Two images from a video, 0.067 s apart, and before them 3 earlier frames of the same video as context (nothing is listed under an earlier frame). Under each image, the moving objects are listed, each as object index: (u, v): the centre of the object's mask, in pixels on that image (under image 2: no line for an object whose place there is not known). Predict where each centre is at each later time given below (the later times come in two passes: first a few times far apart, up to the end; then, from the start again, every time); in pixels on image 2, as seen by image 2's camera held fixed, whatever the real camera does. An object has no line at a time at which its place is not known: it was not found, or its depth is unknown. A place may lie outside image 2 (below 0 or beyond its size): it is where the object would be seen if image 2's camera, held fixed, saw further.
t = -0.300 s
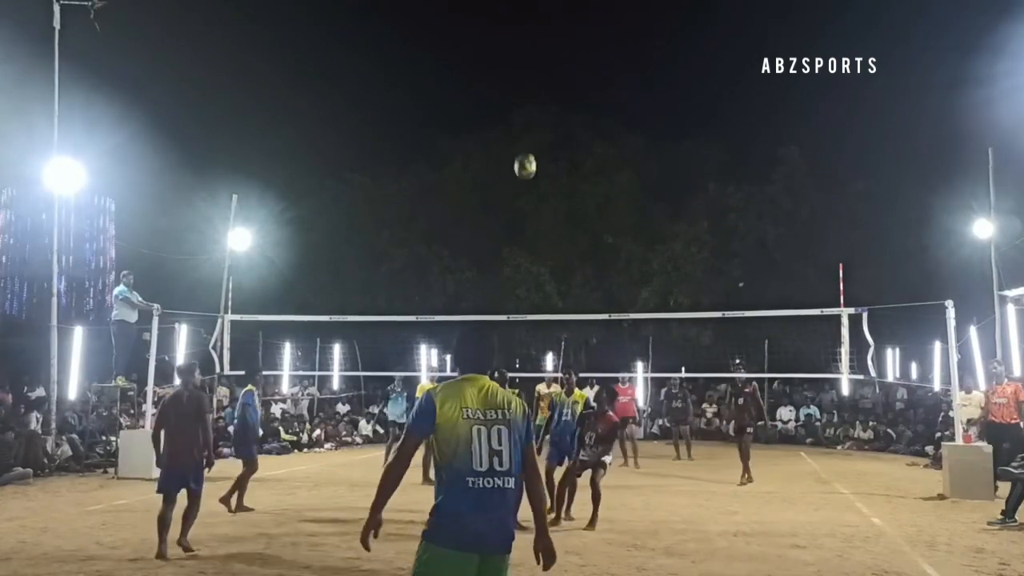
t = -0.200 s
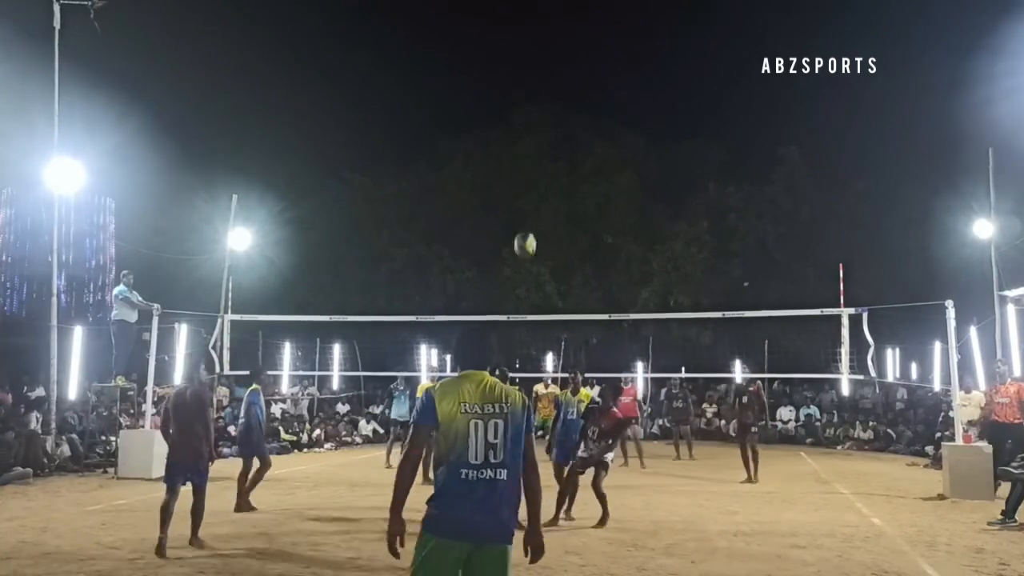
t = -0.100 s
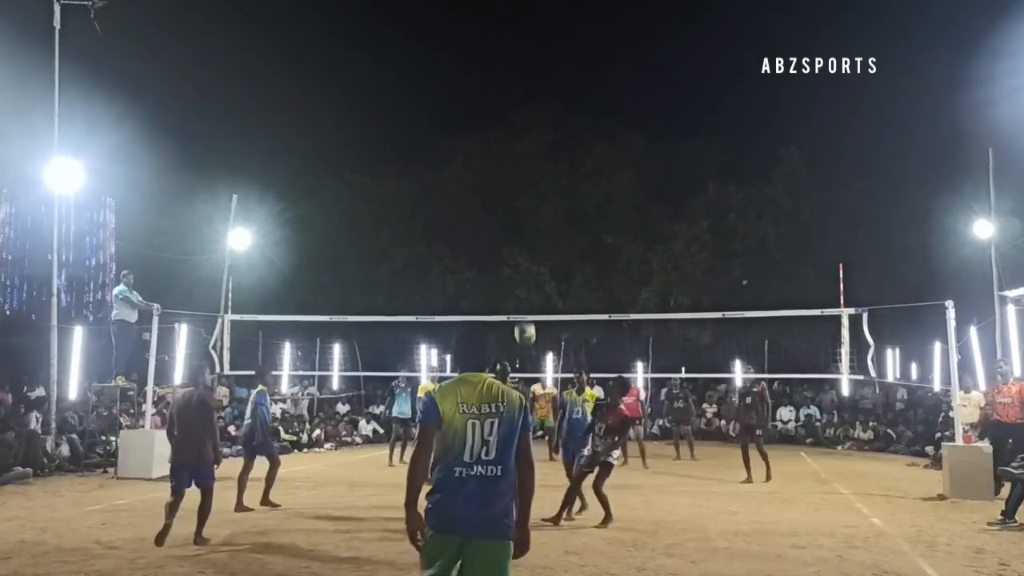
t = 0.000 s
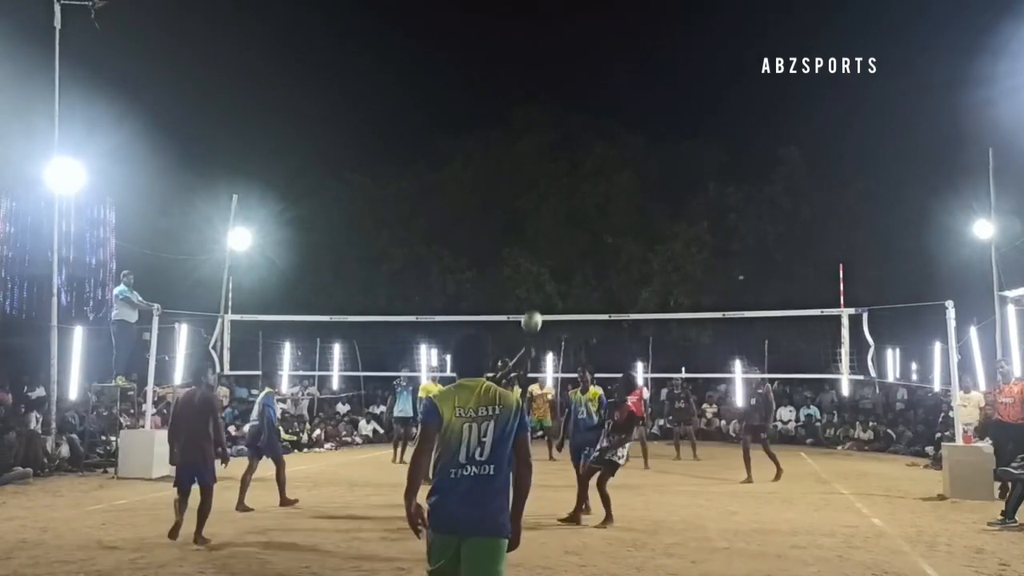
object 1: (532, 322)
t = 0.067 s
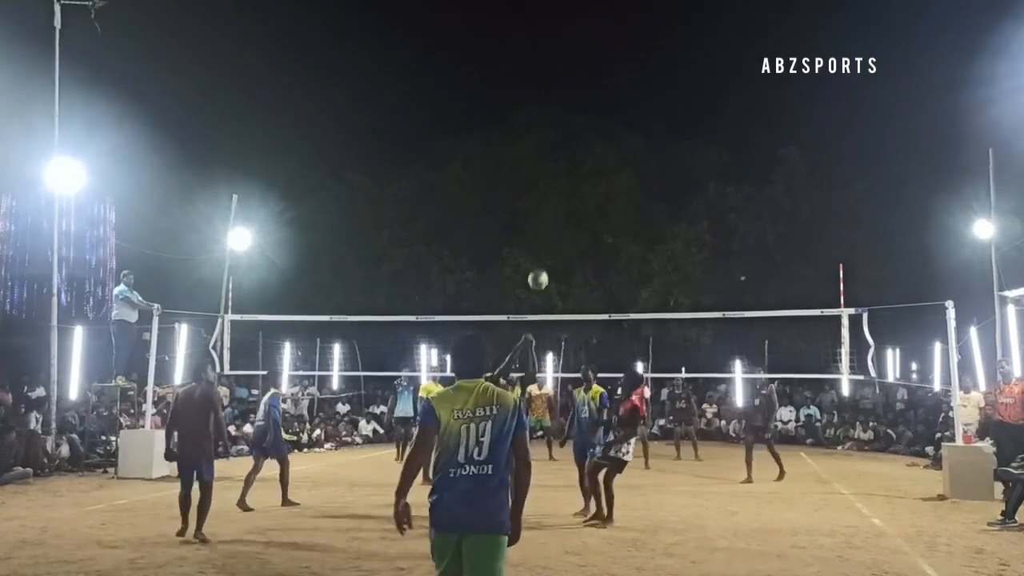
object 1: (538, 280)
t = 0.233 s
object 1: (552, 205)
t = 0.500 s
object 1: (569, 149)
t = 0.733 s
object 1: (580, 149)
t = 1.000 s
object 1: (590, 191)
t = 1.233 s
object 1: (596, 257)
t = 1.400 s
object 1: (600, 318)
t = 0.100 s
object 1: (541, 262)
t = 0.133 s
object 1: (544, 246)
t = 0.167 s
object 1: (546, 231)
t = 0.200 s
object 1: (549, 217)
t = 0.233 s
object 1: (552, 205)
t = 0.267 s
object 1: (554, 194)
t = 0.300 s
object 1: (557, 184)
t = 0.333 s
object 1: (559, 175)
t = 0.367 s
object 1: (561, 168)
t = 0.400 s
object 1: (563, 162)
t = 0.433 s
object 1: (565, 157)
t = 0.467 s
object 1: (567, 152)
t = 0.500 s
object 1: (569, 149)
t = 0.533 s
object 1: (571, 147)
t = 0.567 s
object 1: (573, 145)
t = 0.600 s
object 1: (574, 144)
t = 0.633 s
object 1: (576, 144)
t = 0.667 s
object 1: (577, 145)
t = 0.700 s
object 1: (579, 147)
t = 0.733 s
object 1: (580, 149)
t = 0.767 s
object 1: (581, 152)
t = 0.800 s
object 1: (583, 156)
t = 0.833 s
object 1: (584, 160)
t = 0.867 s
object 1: (585, 165)
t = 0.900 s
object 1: (586, 171)
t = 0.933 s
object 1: (588, 177)
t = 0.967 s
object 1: (589, 184)
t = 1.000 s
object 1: (590, 191)
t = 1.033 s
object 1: (591, 199)
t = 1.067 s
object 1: (592, 208)
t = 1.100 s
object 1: (593, 216)
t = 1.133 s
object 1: (594, 226)
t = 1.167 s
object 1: (595, 236)
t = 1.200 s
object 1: (596, 246)
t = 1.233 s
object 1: (596, 257)
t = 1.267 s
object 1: (597, 268)
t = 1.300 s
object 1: (598, 280)
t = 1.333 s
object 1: (599, 292)
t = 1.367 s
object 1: (599, 305)
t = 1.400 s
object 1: (600, 318)
